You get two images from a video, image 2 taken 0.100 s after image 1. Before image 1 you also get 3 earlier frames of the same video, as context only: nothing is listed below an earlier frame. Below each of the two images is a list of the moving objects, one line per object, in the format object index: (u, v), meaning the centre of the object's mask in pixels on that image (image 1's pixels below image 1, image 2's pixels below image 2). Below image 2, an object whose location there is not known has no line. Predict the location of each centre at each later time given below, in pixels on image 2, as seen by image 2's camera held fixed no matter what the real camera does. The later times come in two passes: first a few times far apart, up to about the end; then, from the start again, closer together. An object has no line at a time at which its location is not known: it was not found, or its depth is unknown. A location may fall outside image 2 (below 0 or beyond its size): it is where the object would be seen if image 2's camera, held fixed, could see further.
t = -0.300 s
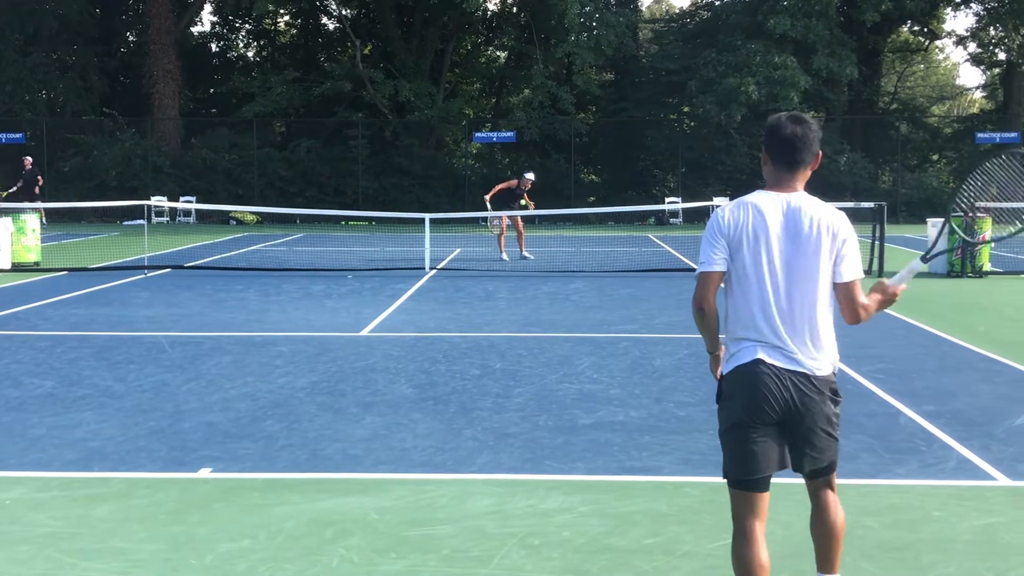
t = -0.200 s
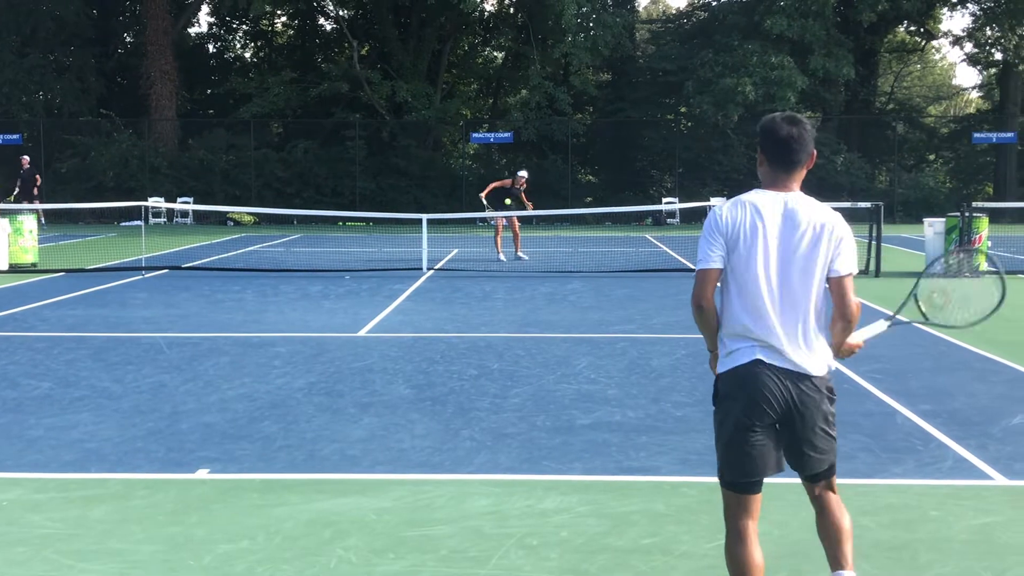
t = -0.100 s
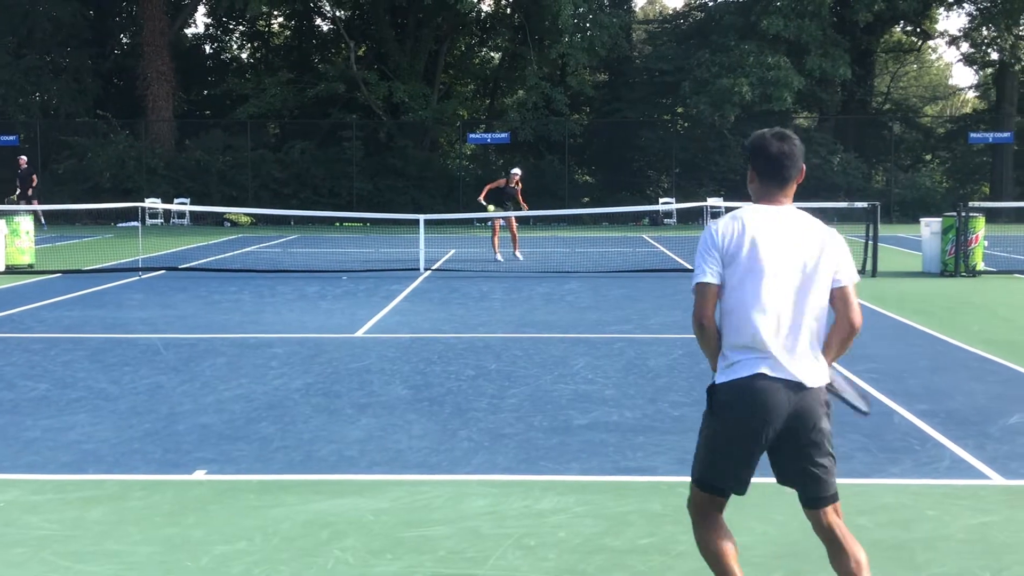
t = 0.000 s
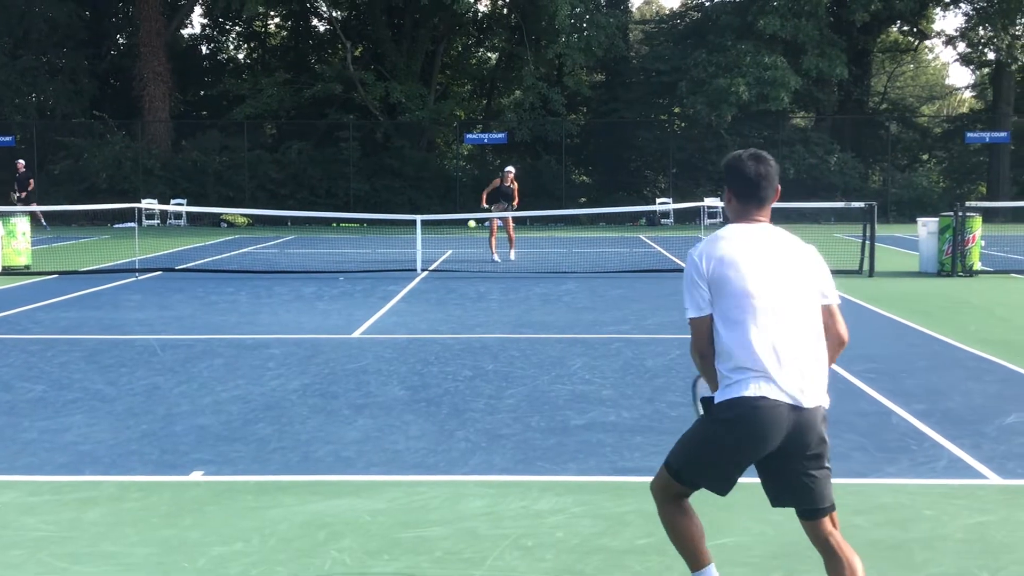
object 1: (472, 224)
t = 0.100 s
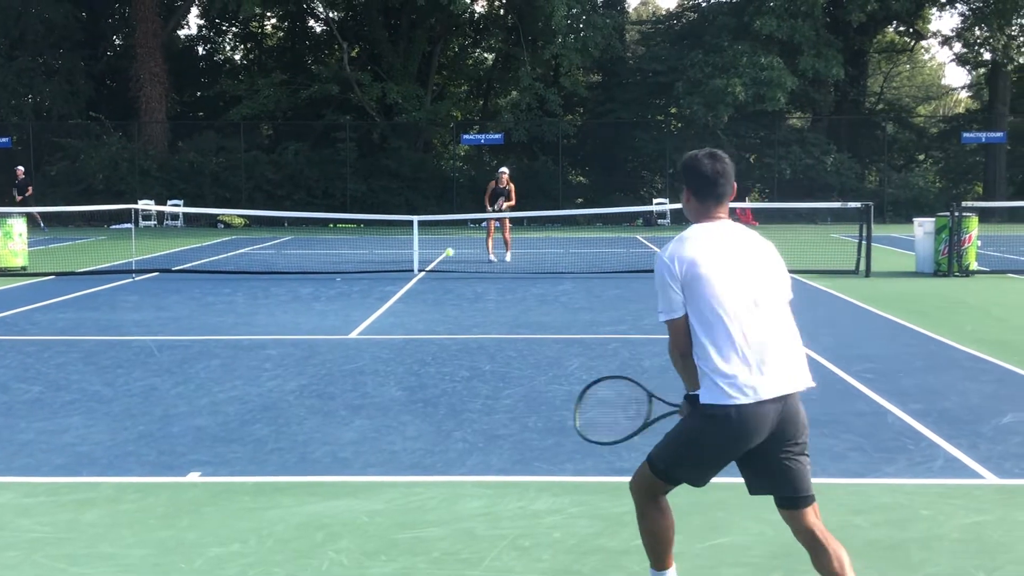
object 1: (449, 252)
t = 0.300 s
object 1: (397, 365)
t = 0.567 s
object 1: (340, 356)
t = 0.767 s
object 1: (284, 405)
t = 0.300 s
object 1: (397, 365)
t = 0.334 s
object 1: (386, 394)
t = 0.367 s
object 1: (379, 386)
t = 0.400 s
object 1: (374, 377)
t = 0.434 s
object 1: (367, 370)
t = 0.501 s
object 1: (355, 359)
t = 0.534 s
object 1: (347, 357)
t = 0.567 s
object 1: (340, 356)
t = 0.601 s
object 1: (332, 358)
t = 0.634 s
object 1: (323, 361)
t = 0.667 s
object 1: (314, 368)
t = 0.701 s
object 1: (305, 377)
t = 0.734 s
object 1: (294, 390)
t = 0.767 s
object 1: (284, 405)
